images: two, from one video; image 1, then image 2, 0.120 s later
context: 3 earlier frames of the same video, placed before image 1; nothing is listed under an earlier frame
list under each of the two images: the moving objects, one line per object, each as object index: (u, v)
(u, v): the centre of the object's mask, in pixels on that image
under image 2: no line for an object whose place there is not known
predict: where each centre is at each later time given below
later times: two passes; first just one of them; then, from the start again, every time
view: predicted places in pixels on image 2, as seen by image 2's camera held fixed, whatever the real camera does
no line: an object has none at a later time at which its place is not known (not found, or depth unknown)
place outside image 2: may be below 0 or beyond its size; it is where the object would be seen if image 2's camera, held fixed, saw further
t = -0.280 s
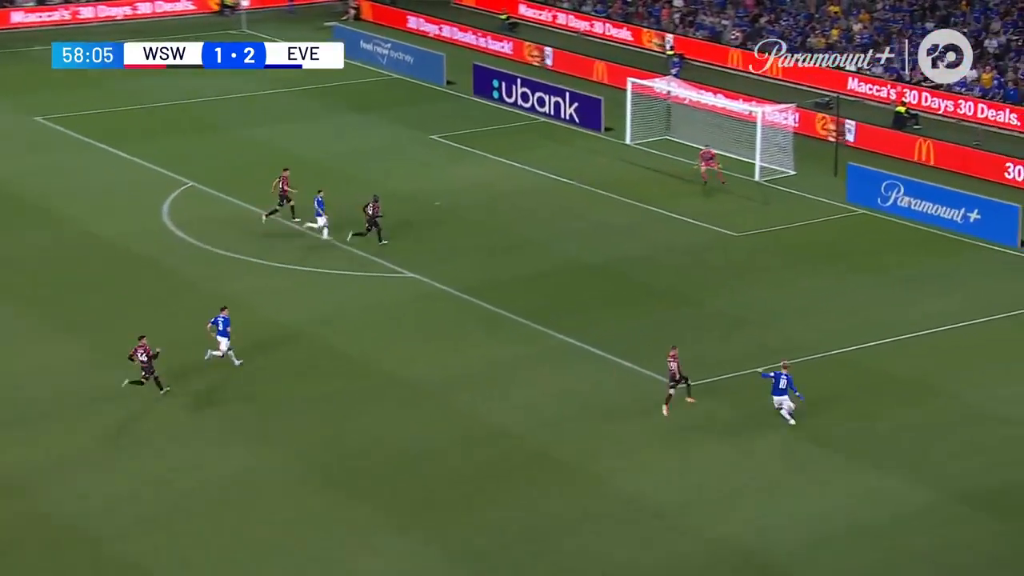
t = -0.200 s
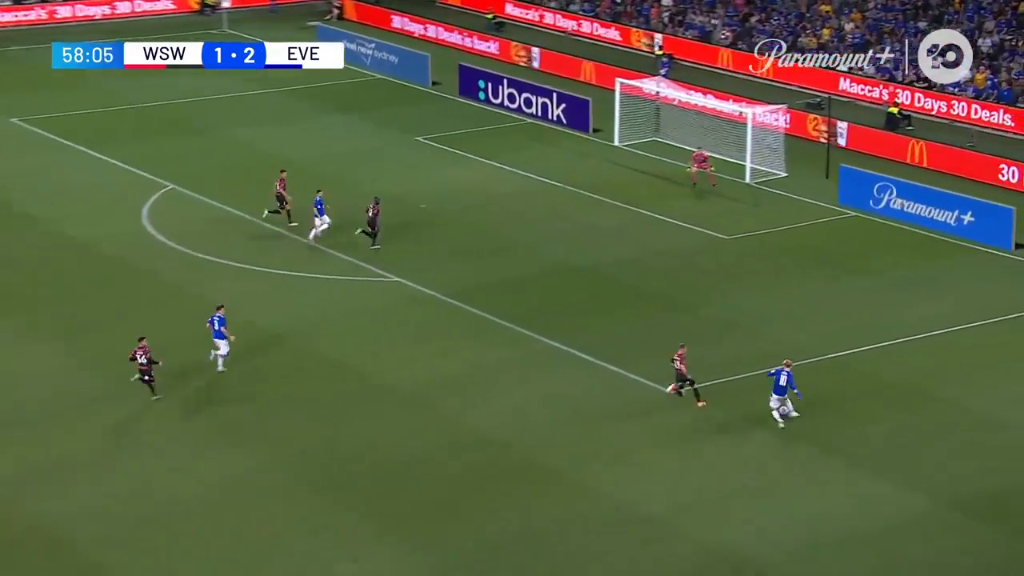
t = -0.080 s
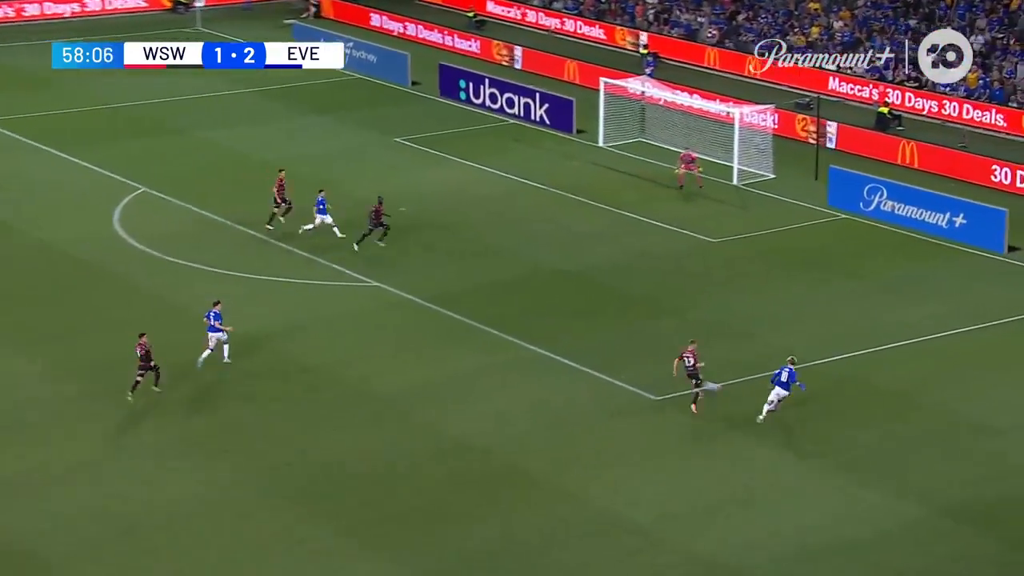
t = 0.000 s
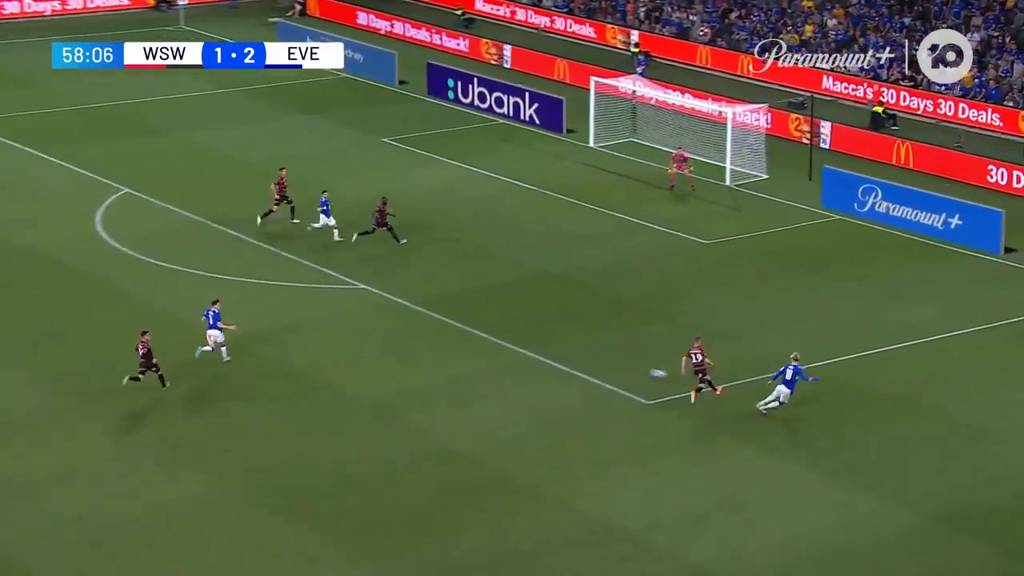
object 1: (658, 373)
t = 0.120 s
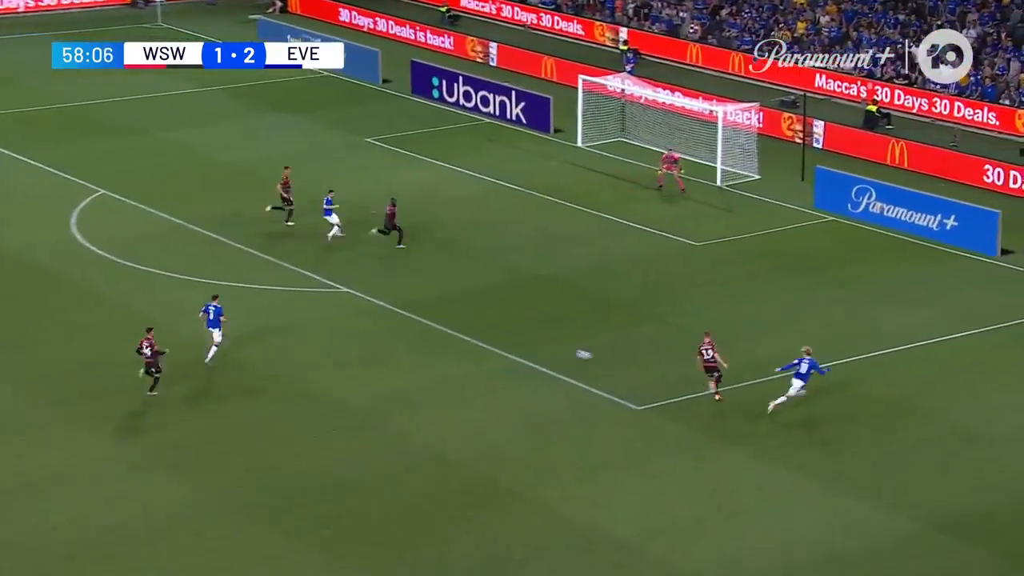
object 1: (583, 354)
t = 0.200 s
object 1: (544, 340)
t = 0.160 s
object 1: (564, 347)
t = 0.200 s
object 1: (544, 340)
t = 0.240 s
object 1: (525, 335)
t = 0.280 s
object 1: (506, 330)
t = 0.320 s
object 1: (488, 323)
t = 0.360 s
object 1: (471, 317)
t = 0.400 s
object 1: (454, 311)
